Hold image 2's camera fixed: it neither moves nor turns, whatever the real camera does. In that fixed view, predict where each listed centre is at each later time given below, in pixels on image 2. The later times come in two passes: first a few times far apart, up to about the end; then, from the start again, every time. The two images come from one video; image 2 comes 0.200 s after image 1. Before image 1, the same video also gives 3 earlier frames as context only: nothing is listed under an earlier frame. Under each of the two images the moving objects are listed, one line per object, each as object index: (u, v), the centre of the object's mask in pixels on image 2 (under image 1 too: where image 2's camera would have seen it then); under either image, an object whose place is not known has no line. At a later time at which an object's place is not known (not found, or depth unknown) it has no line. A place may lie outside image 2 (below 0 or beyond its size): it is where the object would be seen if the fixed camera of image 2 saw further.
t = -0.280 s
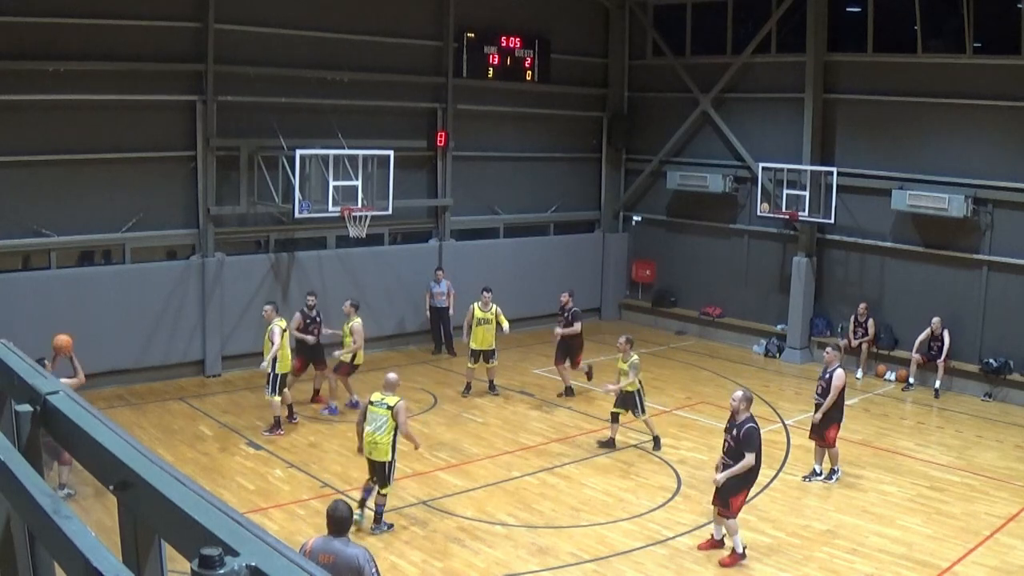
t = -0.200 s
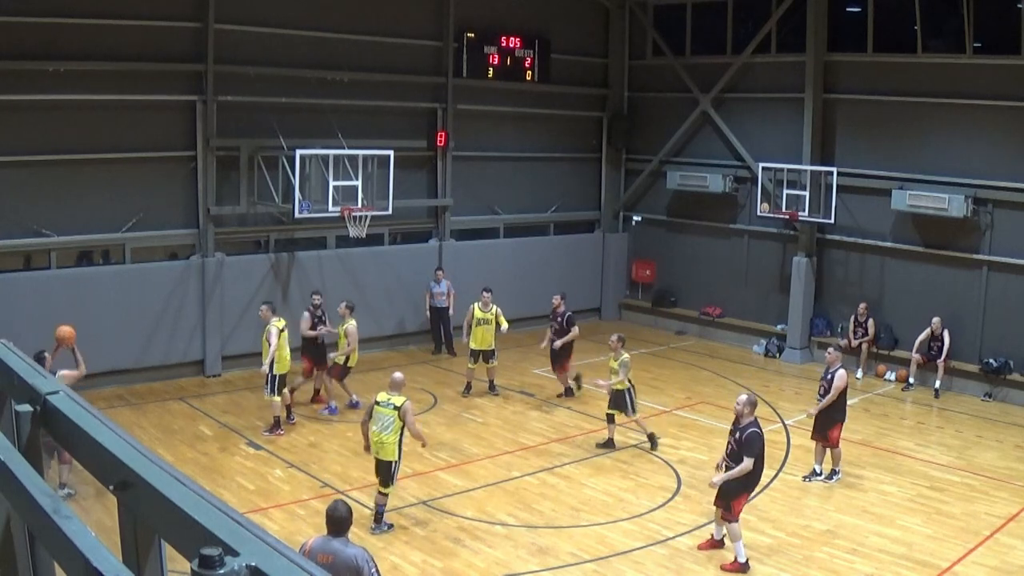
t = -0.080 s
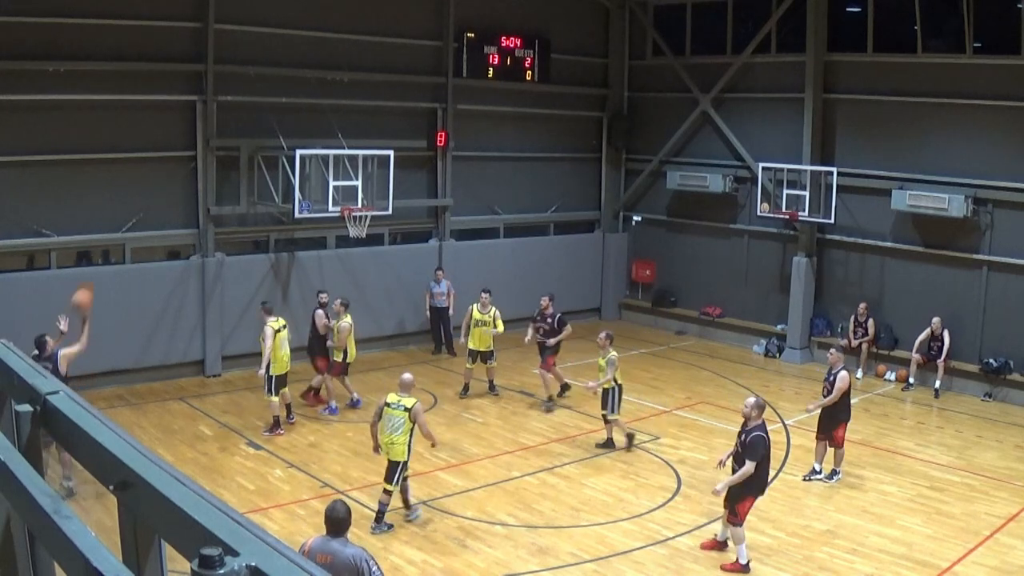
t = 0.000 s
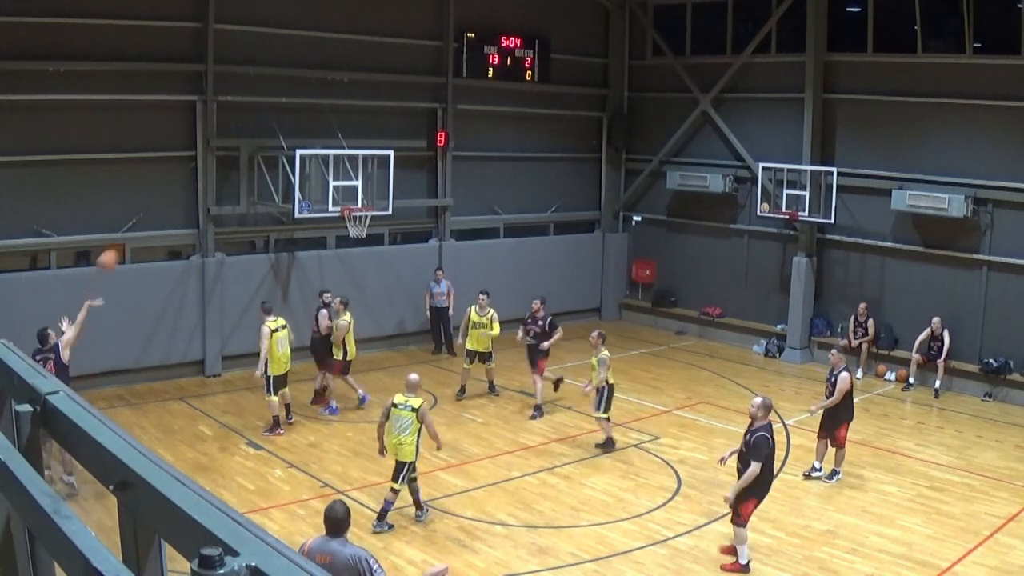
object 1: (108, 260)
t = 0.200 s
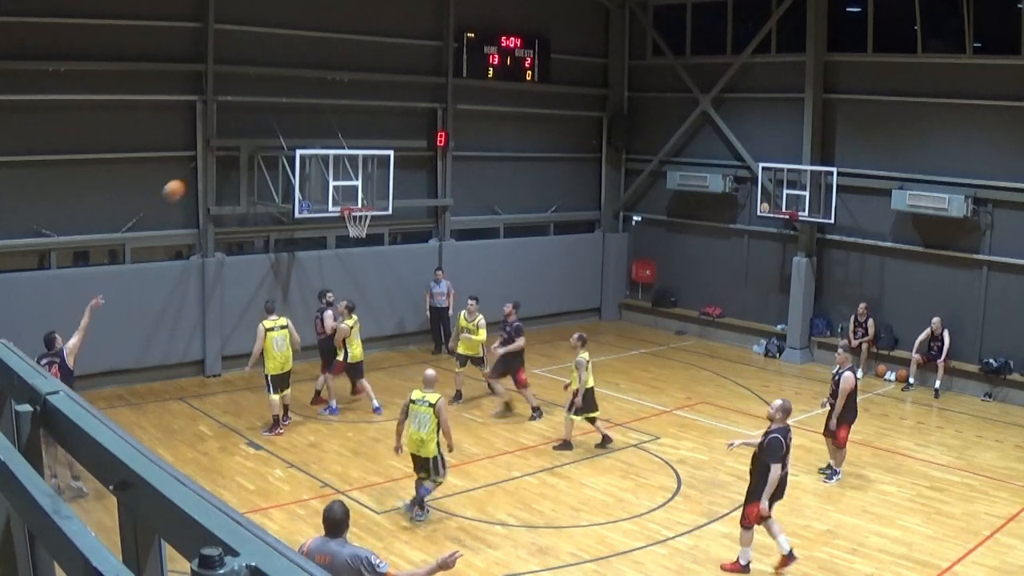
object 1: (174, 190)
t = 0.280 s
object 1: (197, 172)
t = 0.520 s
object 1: (264, 151)
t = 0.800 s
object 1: (329, 176)
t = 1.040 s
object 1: (375, 187)
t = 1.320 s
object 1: (426, 182)
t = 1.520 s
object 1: (465, 209)
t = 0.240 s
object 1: (186, 181)
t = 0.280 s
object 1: (197, 172)
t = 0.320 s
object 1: (210, 166)
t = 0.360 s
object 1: (221, 160)
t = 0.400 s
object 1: (232, 156)
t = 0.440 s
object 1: (243, 153)
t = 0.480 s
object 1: (254, 151)
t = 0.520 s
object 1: (264, 151)
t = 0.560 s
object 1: (275, 152)
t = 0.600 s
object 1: (284, 153)
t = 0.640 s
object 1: (293, 156)
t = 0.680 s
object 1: (303, 161)
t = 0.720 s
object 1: (312, 164)
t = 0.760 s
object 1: (320, 169)
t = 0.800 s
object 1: (329, 176)
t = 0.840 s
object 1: (338, 184)
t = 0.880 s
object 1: (347, 193)
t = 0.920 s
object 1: (353, 199)
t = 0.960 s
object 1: (360, 198)
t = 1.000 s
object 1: (368, 192)
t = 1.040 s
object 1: (375, 187)
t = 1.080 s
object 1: (381, 183)
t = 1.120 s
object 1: (389, 180)
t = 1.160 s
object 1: (396, 179)
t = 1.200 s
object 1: (403, 178)
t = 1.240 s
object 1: (411, 179)
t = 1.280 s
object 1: (418, 180)
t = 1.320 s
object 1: (426, 182)
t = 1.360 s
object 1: (433, 185)
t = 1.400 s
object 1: (441, 189)
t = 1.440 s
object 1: (450, 195)
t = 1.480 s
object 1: (458, 202)
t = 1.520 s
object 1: (465, 209)
